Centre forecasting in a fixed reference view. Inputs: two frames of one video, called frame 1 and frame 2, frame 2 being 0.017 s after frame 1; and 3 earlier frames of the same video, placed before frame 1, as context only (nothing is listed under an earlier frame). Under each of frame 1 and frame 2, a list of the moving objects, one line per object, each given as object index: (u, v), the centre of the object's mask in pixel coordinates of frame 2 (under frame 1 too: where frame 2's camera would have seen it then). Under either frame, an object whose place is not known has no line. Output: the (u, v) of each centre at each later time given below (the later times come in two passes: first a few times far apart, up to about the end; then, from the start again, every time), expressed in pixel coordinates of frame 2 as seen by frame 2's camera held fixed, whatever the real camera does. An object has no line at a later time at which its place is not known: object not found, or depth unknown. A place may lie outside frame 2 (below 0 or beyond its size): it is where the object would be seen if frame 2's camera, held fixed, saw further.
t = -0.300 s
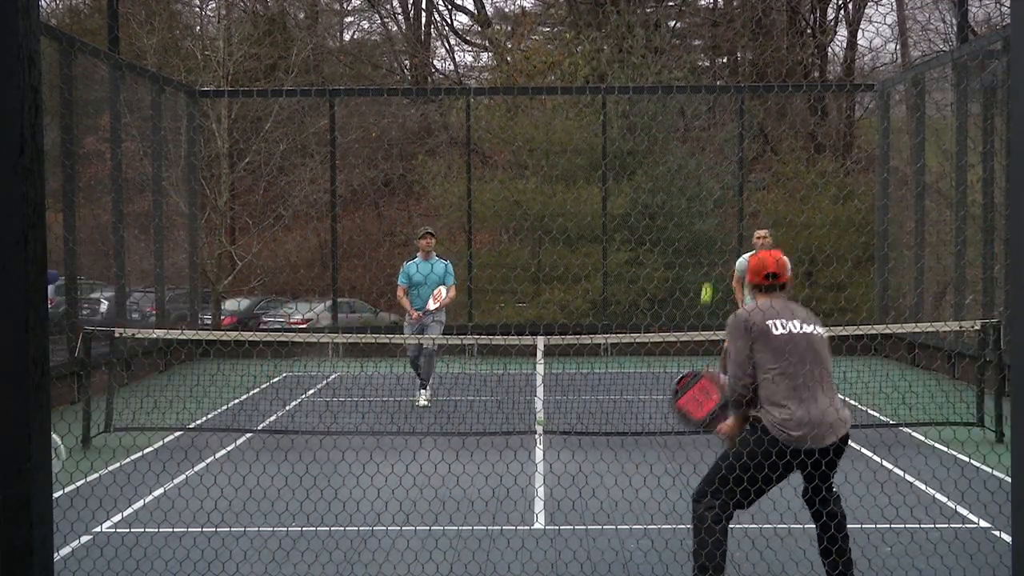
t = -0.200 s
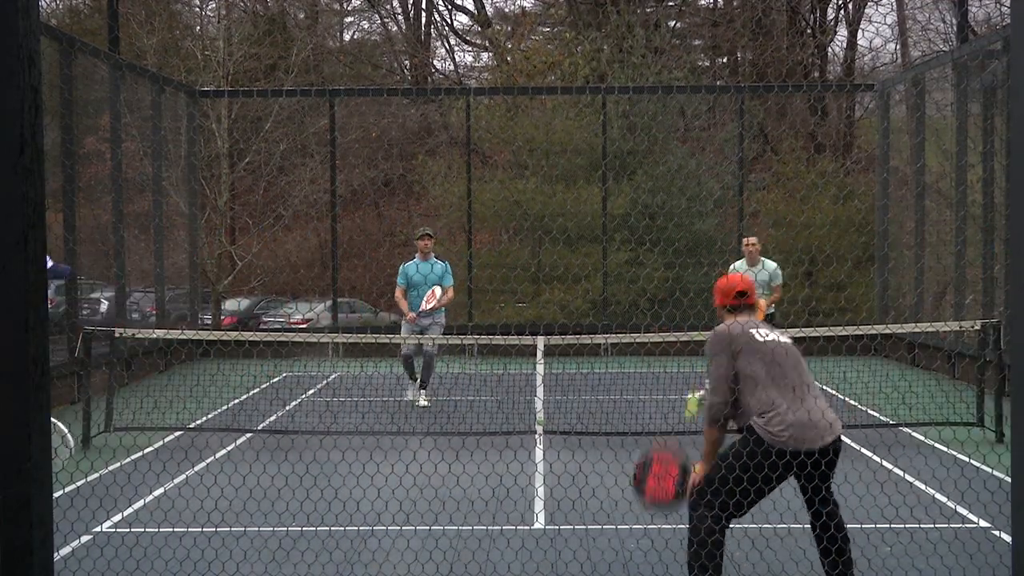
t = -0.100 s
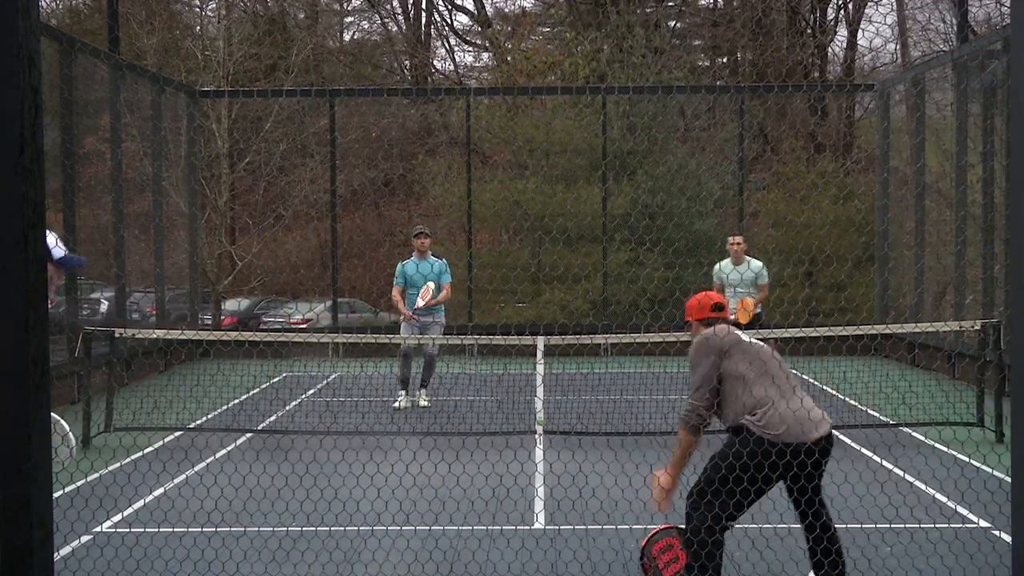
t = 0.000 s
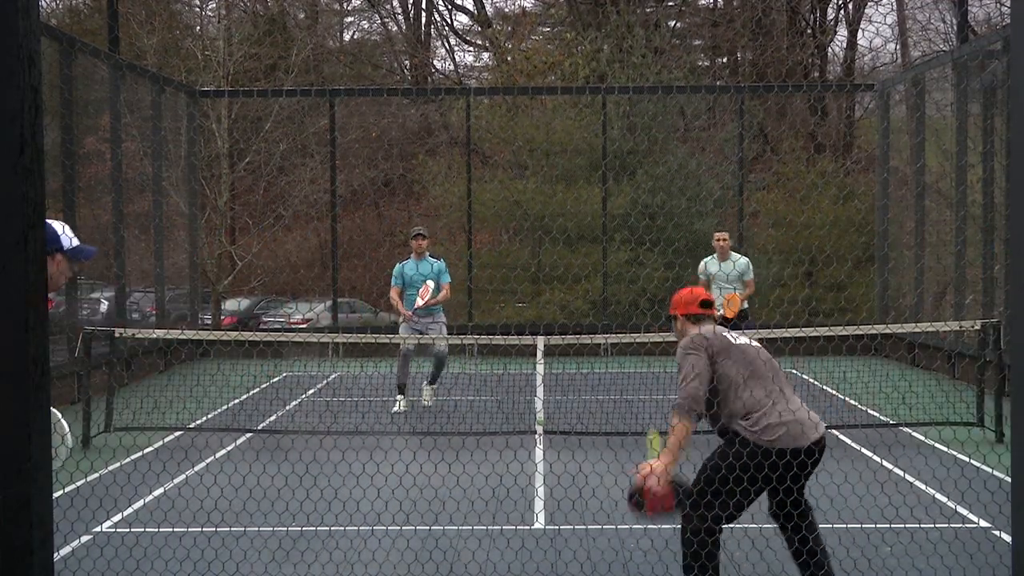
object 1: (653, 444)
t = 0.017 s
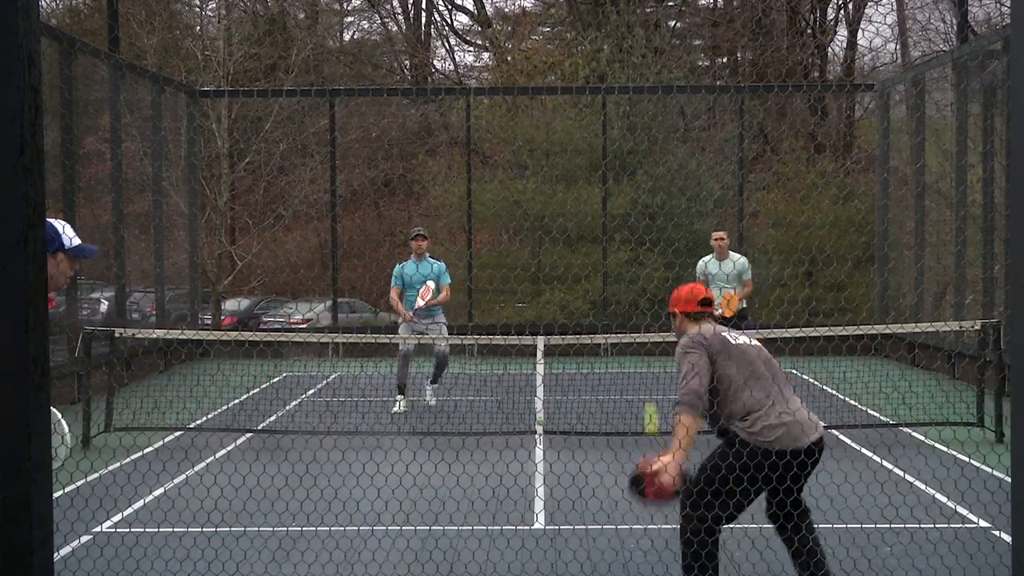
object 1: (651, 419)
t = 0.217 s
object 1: (620, 185)
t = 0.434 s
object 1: (595, 69)
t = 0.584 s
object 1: (581, 44)
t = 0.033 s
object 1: (648, 393)
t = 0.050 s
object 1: (646, 368)
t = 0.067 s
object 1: (643, 346)
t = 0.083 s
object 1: (640, 321)
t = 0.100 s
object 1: (636, 303)
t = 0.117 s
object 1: (634, 283)
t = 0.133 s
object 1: (631, 264)
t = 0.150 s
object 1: (629, 246)
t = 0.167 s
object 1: (627, 229)
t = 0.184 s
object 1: (624, 213)
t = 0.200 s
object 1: (622, 199)
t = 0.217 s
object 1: (620, 185)
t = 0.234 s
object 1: (617, 171)
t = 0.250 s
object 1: (615, 159)
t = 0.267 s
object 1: (613, 147)
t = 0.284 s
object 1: (611, 137)
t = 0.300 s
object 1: (609, 126)
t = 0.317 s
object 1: (607, 117)
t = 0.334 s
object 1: (605, 108)
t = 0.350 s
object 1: (603, 100)
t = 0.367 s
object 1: (602, 92)
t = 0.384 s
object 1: (600, 86)
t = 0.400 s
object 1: (598, 79)
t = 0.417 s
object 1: (596, 75)
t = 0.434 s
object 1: (595, 69)
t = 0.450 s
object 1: (593, 64)
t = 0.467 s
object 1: (592, 60)
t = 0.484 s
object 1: (590, 57)
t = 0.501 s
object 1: (588, 53)
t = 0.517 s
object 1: (587, 50)
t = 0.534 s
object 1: (585, 48)
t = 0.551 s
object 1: (584, 47)
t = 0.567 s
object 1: (583, 46)
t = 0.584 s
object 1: (581, 44)
